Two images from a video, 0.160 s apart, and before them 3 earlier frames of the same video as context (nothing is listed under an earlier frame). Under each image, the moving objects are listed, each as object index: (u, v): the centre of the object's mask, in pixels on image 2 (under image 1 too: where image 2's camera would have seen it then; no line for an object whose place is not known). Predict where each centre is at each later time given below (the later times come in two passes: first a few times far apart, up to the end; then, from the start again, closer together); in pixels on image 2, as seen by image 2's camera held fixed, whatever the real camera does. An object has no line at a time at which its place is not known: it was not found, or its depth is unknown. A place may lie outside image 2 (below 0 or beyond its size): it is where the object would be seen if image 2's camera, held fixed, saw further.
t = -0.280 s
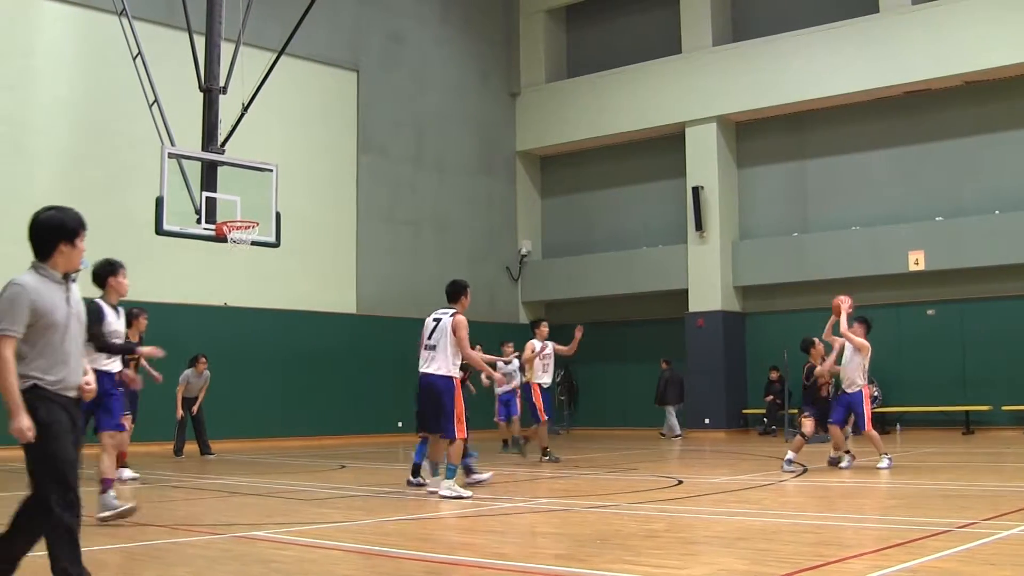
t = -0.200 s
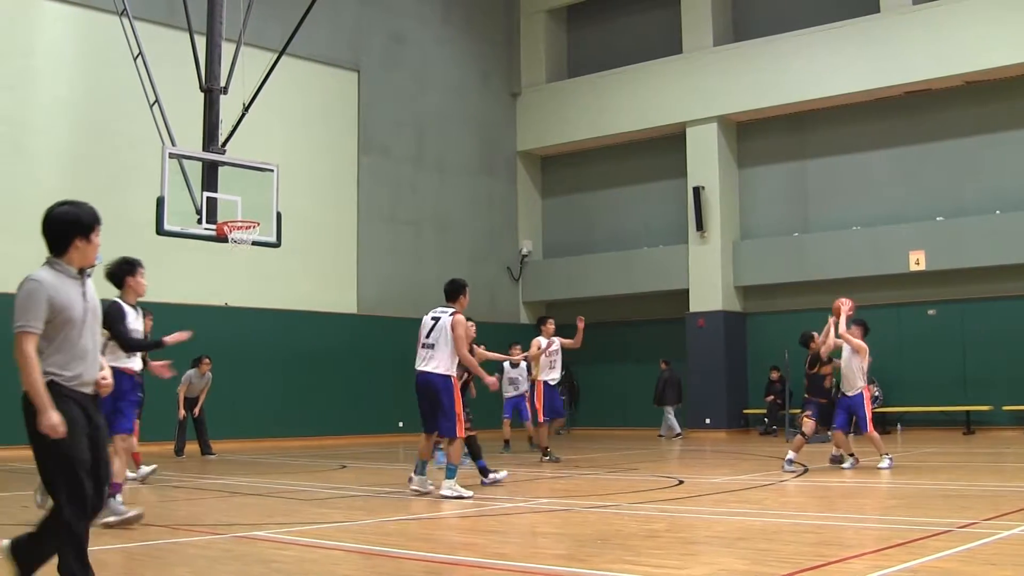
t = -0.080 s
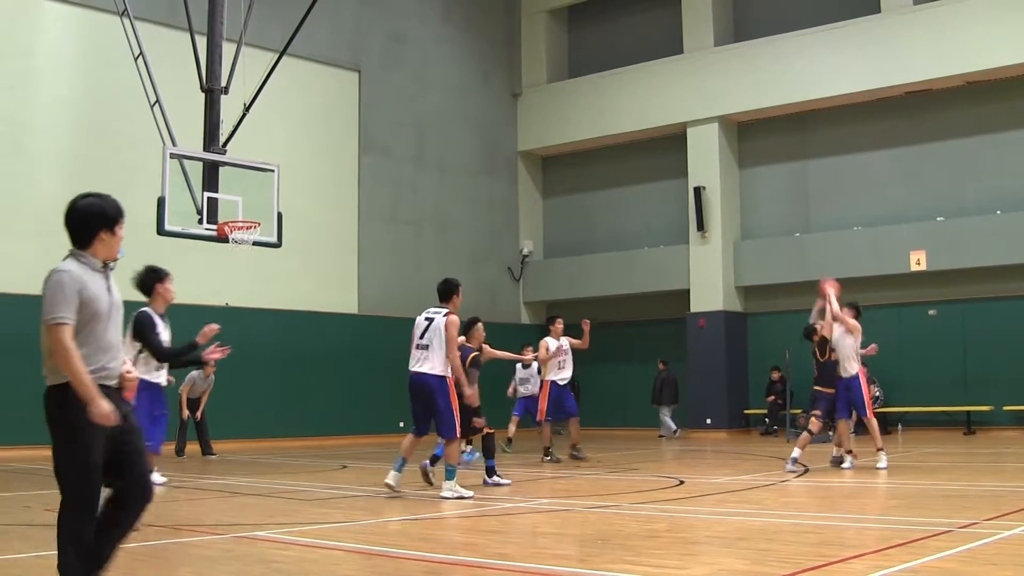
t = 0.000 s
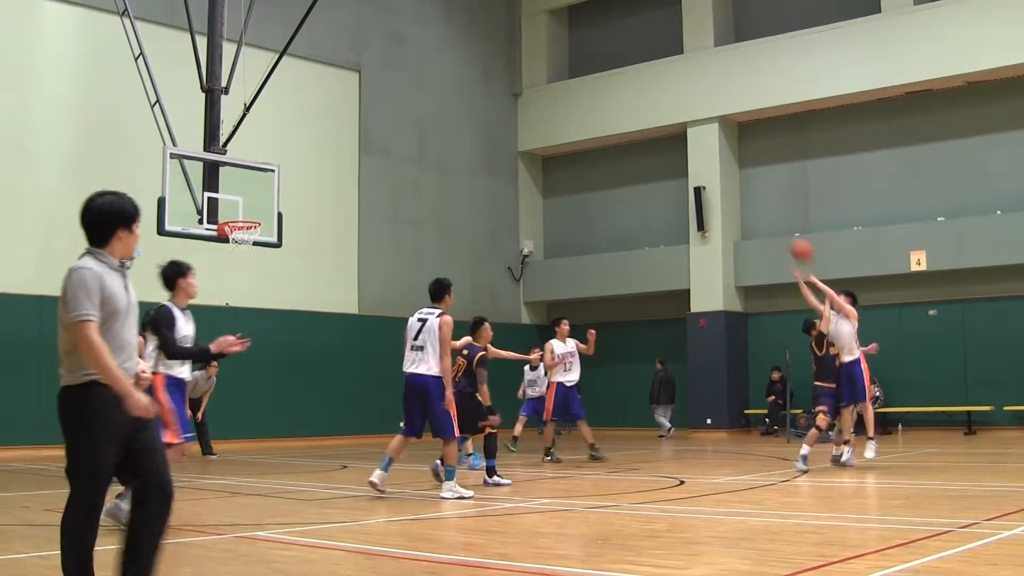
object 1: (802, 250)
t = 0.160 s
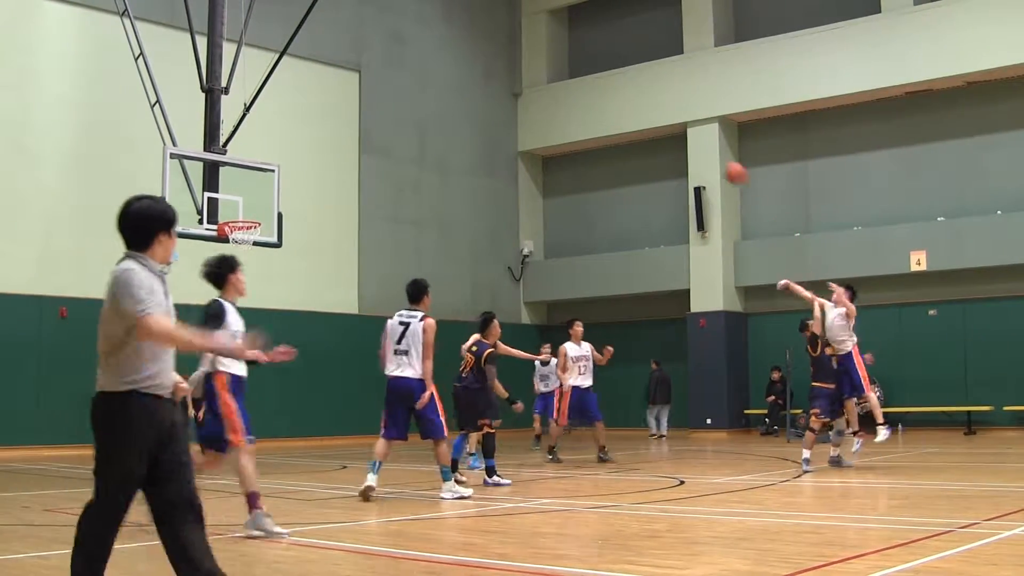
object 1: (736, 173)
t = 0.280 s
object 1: (686, 130)
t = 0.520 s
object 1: (594, 84)
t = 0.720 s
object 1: (522, 81)
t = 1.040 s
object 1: (411, 140)
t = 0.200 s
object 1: (719, 157)
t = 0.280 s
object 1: (686, 130)
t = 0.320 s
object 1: (672, 120)
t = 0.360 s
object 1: (655, 111)
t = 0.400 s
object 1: (639, 102)
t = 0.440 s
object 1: (625, 95)
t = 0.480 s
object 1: (610, 89)
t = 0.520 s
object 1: (594, 84)
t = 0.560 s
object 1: (579, 80)
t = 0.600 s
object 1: (565, 78)
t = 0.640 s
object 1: (551, 78)
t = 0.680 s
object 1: (537, 78)
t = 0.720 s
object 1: (522, 81)
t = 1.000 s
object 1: (425, 129)
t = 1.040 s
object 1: (411, 140)
